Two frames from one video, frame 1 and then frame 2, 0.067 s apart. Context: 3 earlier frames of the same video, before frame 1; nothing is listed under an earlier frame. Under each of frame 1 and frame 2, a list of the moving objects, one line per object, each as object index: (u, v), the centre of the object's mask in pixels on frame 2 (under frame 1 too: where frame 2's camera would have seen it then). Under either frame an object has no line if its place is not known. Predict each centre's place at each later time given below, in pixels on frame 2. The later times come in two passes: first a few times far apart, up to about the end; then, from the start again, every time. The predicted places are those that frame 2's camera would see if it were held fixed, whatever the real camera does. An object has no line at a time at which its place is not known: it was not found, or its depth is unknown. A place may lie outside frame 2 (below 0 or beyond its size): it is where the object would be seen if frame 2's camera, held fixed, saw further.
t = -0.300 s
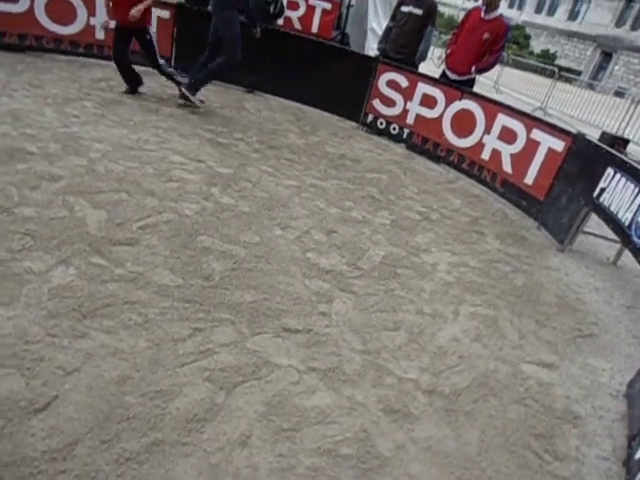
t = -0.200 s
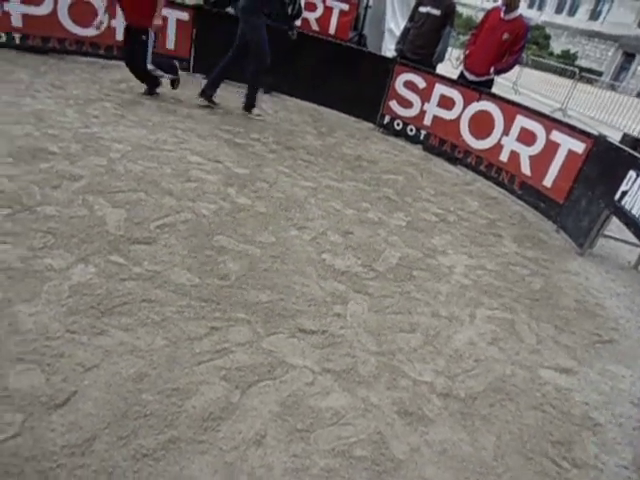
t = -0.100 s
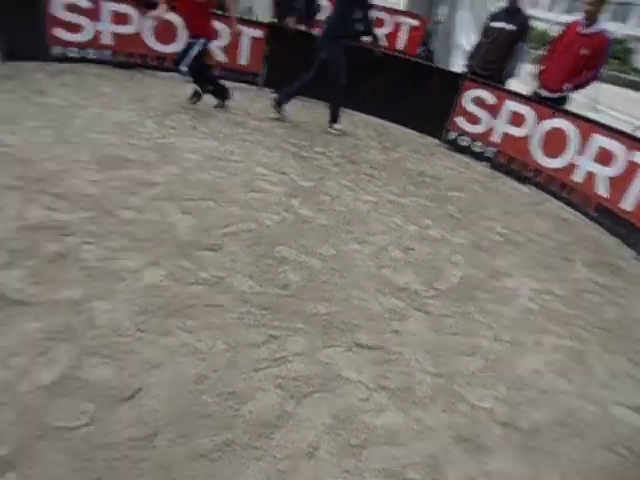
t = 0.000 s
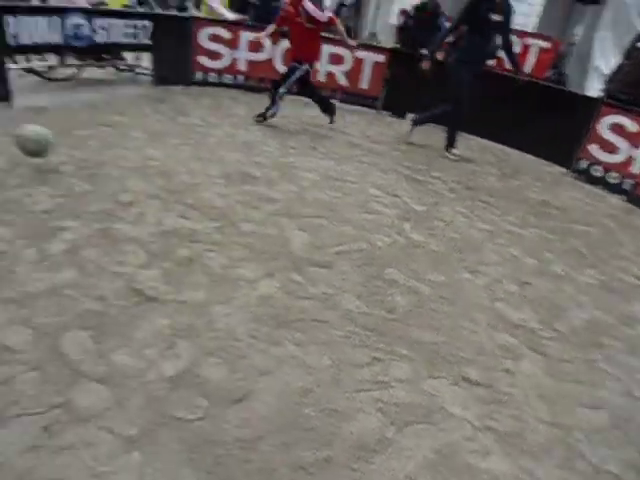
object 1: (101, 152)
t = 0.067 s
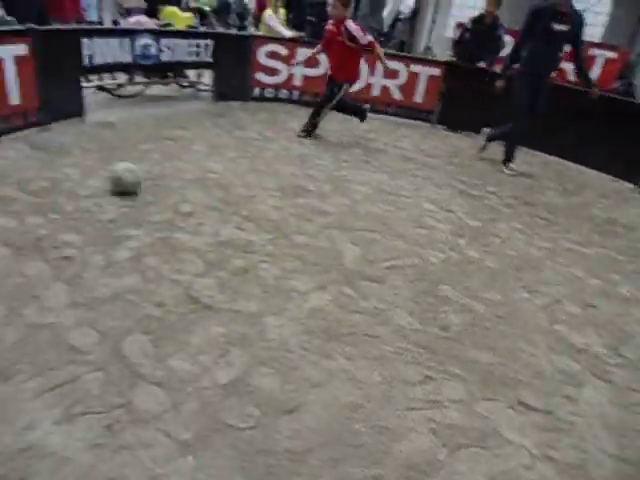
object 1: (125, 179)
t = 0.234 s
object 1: (130, 174)
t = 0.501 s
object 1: (140, 208)
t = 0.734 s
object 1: (149, 242)
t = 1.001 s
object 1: (157, 283)
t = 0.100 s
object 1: (127, 175)
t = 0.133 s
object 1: (127, 173)
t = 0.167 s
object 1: (128, 172)
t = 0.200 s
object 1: (129, 172)
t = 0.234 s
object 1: (130, 174)
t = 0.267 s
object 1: (131, 178)
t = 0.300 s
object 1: (132, 183)
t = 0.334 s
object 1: (133, 190)
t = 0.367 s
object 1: (135, 199)
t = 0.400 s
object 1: (136, 209)
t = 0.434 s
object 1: (138, 207)
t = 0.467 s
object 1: (139, 207)
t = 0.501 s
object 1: (140, 208)
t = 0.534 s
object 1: (142, 212)
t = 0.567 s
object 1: (144, 216)
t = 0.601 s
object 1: (145, 226)
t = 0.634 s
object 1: (148, 233)
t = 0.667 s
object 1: (149, 235)
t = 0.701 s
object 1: (148, 238)
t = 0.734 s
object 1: (149, 242)
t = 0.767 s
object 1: (149, 249)
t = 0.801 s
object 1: (150, 254)
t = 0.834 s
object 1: (152, 258)
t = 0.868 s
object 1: (153, 264)
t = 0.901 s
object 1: (154, 267)
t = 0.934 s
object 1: (155, 271)
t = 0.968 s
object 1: (156, 277)
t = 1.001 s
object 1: (157, 283)
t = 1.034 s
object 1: (158, 288)
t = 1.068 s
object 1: (160, 294)
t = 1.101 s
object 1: (161, 300)
